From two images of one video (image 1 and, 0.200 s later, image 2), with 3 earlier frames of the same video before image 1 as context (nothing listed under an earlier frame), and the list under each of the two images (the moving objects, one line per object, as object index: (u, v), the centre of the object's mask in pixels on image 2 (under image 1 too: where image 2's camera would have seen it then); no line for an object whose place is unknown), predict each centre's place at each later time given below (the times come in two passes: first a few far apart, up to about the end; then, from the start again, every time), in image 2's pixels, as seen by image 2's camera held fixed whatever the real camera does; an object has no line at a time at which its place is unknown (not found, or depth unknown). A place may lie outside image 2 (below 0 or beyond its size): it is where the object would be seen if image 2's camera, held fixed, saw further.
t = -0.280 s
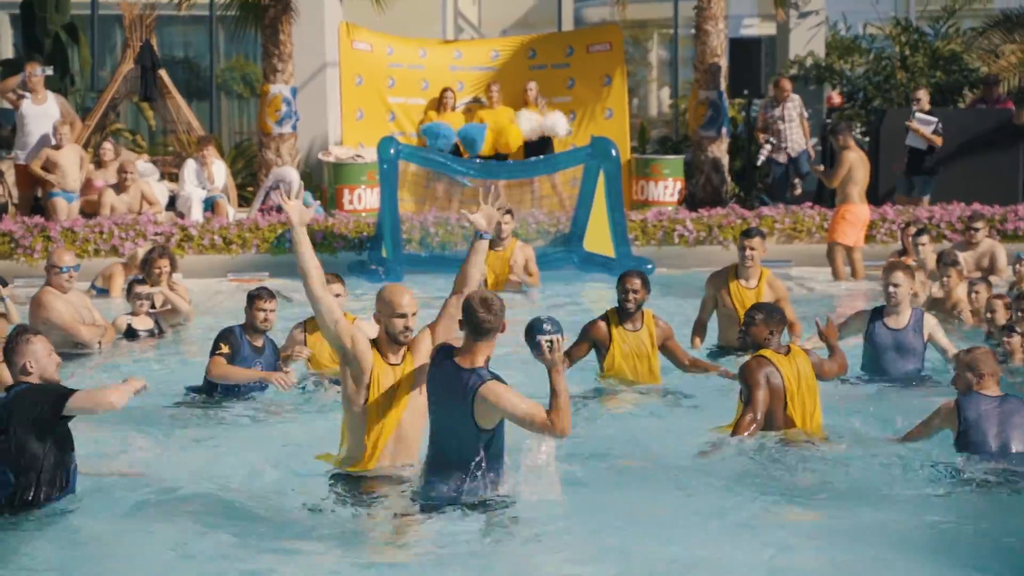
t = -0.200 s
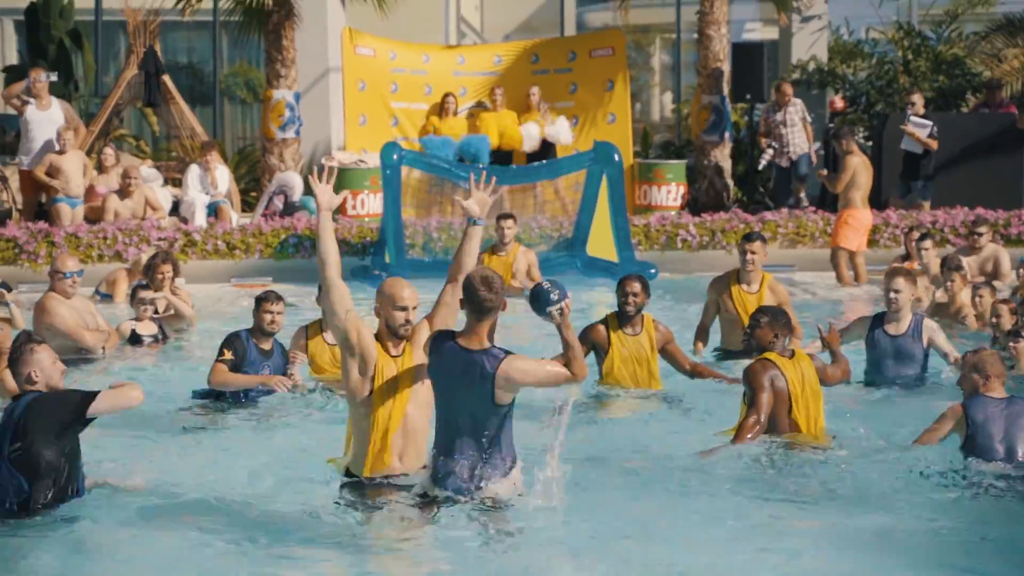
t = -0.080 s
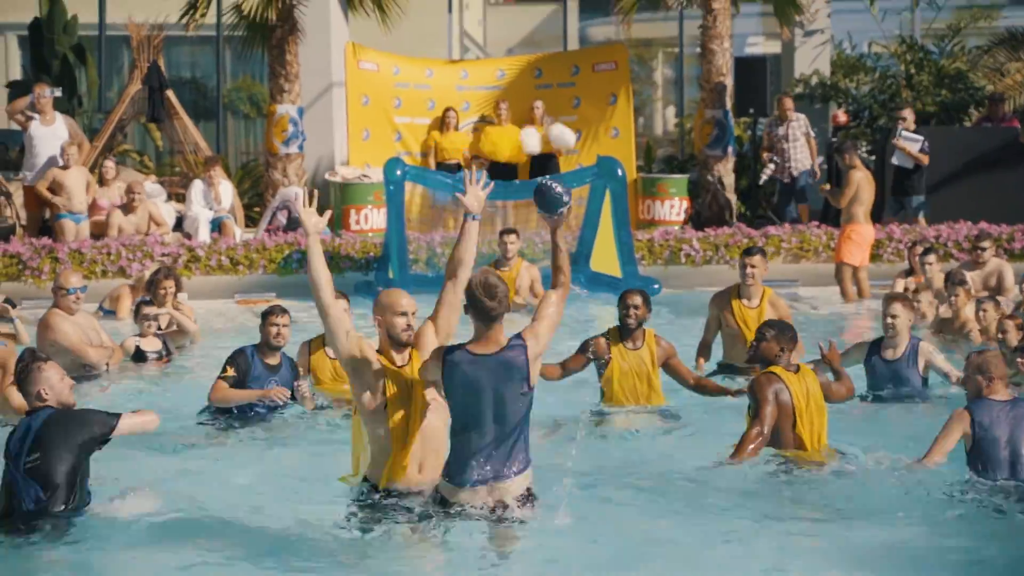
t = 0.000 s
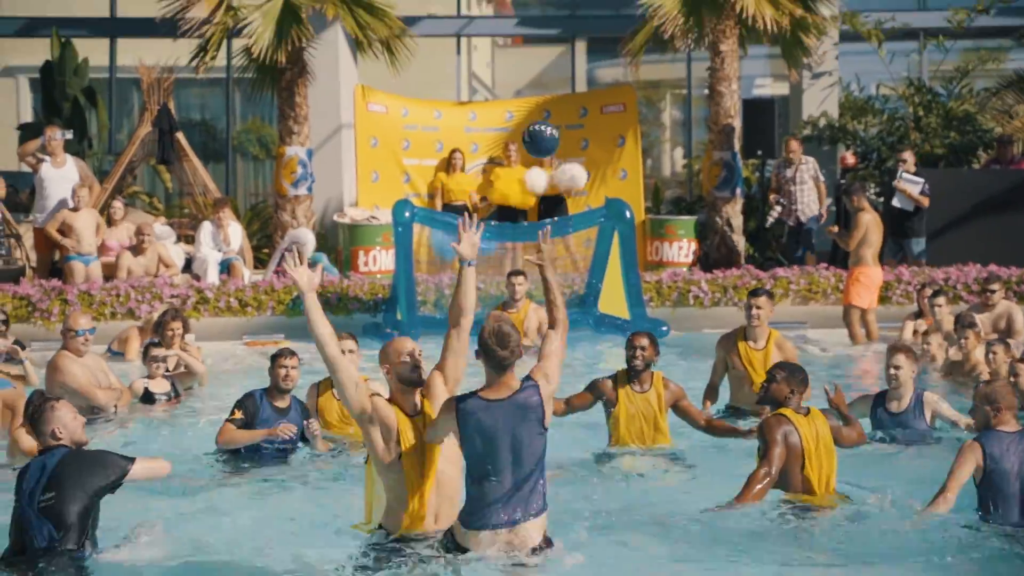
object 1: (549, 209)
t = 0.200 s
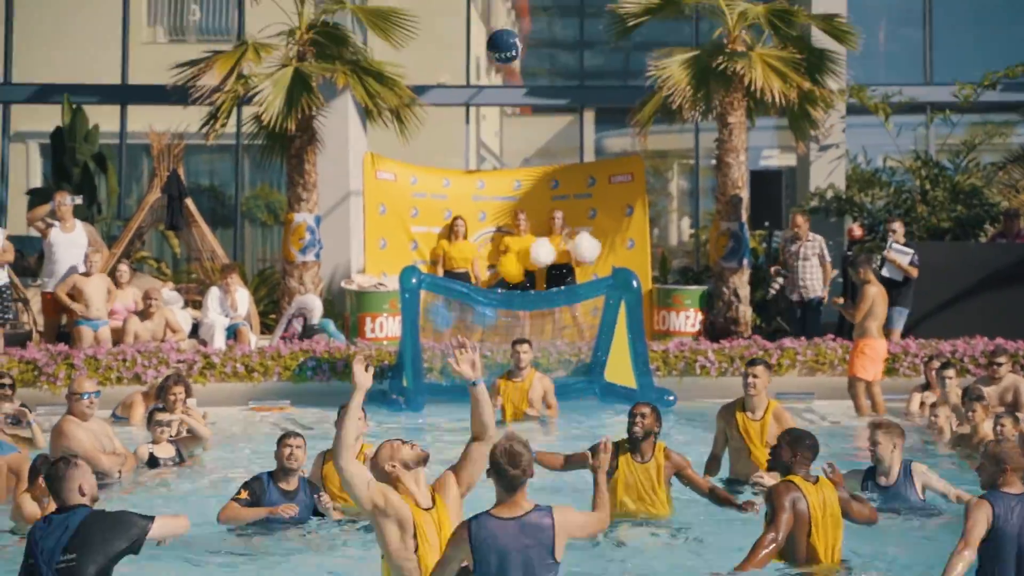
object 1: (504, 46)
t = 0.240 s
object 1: (496, 27)
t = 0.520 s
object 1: (442, -6)
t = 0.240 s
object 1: (496, 27)
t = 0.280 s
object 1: (488, 11)
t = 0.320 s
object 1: (480, -1)
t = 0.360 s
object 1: (472, -9)
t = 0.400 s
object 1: (465, -13)
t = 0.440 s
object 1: (457, -14)
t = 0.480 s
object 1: (449, -13)
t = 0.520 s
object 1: (442, -6)
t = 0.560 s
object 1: (435, 2)
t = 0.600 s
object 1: (428, 14)
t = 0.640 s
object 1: (422, 30)
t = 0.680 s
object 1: (415, 47)
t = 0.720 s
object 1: (409, 67)
